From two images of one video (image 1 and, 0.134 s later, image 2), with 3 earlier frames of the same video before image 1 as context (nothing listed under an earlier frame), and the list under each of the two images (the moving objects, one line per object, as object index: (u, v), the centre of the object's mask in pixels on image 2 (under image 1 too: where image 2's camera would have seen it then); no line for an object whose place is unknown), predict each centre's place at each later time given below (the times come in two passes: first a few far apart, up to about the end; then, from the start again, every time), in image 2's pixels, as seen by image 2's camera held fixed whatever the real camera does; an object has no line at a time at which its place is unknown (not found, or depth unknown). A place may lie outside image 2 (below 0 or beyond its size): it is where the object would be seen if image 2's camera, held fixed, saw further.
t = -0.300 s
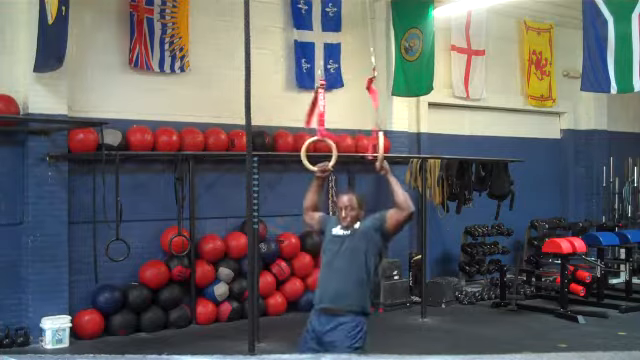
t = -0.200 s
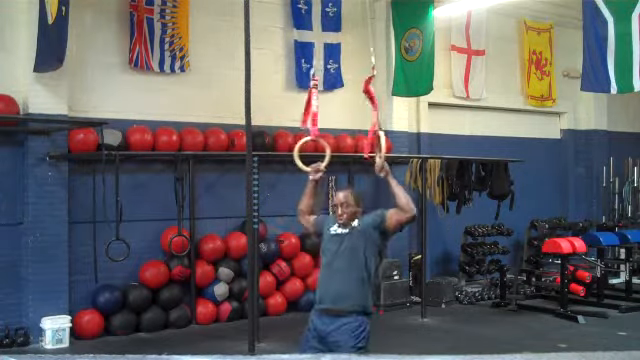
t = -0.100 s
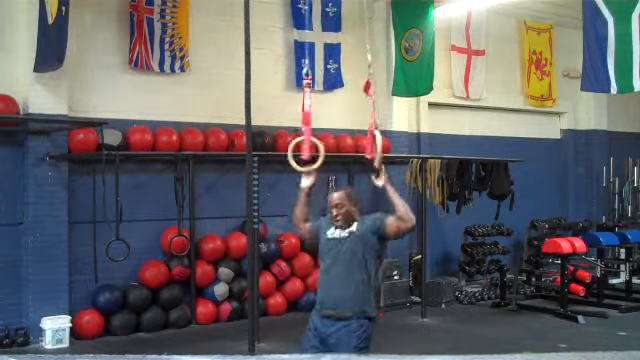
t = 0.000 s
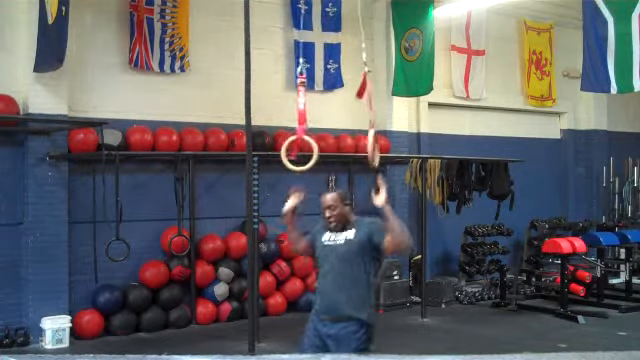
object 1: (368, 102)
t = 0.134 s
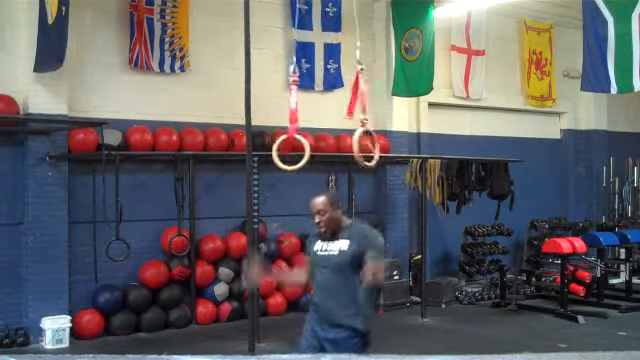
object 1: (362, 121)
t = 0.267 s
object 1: (355, 125)
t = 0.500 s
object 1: (337, 122)
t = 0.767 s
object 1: (321, 122)
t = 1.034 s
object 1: (312, 125)
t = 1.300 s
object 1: (313, 131)
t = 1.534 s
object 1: (323, 126)
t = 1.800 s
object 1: (335, 123)
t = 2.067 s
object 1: (356, 118)
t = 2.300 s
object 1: (369, 119)
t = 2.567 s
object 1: (377, 123)
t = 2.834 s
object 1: (375, 127)
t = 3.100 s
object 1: (362, 126)
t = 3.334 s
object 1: (345, 124)
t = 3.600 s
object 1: (326, 122)
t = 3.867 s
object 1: (313, 123)
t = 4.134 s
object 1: (311, 125)
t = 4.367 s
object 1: (316, 131)
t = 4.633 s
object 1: (332, 127)
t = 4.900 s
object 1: (350, 130)
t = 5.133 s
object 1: (365, 129)
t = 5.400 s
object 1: (377, 126)
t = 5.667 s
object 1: (378, 127)
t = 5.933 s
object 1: (369, 126)
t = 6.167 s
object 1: (354, 126)
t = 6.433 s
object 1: (332, 122)
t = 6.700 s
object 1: (316, 123)
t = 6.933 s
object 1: (309, 125)
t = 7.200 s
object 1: (311, 125)
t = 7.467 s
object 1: (324, 126)
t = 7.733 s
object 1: (342, 129)
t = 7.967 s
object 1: (359, 129)
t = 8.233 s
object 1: (374, 128)
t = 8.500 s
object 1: (380, 126)
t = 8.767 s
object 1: (374, 120)
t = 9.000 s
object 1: (362, 117)
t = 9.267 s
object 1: (341, 125)
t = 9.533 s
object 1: (321, 122)
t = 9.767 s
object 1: (310, 123)
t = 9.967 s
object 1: (308, 125)
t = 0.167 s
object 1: (360, 123)
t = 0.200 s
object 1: (359, 124)
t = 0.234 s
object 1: (357, 125)
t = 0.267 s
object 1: (355, 125)
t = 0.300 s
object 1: (353, 124)
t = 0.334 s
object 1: (350, 123)
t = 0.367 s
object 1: (348, 123)
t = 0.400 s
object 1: (345, 123)
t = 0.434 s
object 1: (343, 123)
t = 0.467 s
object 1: (340, 122)
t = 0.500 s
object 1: (337, 122)
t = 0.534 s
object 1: (335, 120)
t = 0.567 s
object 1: (333, 120)
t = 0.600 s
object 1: (331, 121)
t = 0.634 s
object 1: (329, 121)
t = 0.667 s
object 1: (327, 121)
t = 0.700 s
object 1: (325, 121)
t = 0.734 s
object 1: (323, 121)
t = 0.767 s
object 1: (321, 122)
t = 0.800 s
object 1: (320, 123)
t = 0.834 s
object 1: (318, 124)
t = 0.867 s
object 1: (317, 124)
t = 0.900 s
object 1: (315, 124)
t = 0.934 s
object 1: (314, 124)
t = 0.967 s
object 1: (313, 124)
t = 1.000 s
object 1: (312, 125)
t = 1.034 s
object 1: (312, 125)
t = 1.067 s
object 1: (312, 126)
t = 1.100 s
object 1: (312, 126)
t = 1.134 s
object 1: (310, 127)
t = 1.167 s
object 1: (311, 127)
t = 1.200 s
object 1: (311, 127)
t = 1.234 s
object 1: (312, 127)
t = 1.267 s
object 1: (312, 128)
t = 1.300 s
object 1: (313, 131)
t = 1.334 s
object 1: (314, 131)
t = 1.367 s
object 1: (315, 130)
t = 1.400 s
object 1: (316, 130)
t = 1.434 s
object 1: (318, 130)
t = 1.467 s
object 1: (320, 128)
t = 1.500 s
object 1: (321, 128)
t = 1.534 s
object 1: (323, 126)
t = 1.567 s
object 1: (325, 125)
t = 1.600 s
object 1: (327, 124)
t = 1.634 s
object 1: (329, 124)
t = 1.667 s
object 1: (331, 123)
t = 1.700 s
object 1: (332, 125)
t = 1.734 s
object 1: (332, 120)
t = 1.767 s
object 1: (336, 127)
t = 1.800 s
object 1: (335, 123)
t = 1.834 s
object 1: (340, 127)
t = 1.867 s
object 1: (343, 127)
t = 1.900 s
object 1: (345, 125)
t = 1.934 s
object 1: (347, 121)
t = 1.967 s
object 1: (350, 120)
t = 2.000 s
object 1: (352, 120)
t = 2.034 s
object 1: (354, 118)
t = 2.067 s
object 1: (356, 118)
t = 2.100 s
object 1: (358, 118)
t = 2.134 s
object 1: (360, 117)
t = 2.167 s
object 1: (362, 117)
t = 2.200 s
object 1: (363, 116)
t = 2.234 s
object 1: (365, 118)
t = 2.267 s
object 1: (367, 119)
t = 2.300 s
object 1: (369, 119)
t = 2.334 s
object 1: (370, 119)
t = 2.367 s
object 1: (371, 120)
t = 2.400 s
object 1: (372, 121)
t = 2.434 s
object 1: (373, 120)
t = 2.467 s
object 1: (374, 120)
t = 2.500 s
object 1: (376, 123)
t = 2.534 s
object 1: (377, 124)
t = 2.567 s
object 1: (377, 123)
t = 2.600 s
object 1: (377, 124)
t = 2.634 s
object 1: (377, 125)
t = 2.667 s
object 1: (377, 126)
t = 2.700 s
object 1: (377, 126)
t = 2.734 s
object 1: (377, 127)
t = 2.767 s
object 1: (376, 127)
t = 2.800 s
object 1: (375, 127)
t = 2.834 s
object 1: (375, 127)
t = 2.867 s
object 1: (374, 129)
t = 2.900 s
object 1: (372, 129)
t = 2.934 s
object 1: (371, 128)
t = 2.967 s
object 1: (370, 127)
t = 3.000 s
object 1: (368, 126)
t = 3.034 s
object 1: (366, 126)
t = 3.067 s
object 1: (364, 126)
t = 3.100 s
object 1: (362, 126)
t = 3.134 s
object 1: (360, 126)
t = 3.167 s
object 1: (358, 125)
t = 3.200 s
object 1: (355, 125)
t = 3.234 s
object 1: (353, 125)
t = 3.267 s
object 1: (350, 124)
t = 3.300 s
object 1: (348, 124)
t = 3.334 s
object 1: (345, 124)
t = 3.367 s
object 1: (343, 124)
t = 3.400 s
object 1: (340, 123)
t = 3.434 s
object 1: (338, 124)
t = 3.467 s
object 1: (335, 122)
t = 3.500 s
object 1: (332, 122)
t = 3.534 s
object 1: (330, 122)
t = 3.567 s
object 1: (328, 123)
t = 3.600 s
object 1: (326, 122)
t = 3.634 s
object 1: (324, 122)
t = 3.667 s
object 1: (321, 123)
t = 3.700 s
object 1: (320, 123)
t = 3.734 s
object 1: (318, 123)
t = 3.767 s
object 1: (317, 123)
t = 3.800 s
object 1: (315, 124)
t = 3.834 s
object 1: (314, 125)
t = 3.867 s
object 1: (313, 123)
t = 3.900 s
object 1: (311, 125)
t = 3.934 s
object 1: (311, 127)
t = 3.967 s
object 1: (310, 126)
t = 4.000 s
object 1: (310, 126)
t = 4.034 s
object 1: (310, 126)
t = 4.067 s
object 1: (310, 126)
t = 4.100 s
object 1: (310, 125)
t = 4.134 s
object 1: (311, 125)
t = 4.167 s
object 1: (311, 126)
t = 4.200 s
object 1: (310, 129)
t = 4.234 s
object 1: (311, 129)
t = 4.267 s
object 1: (312, 130)
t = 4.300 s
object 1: (313, 131)
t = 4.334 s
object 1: (314, 132)
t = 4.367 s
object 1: (316, 131)
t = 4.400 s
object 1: (317, 130)
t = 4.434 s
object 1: (319, 130)
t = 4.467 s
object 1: (321, 130)
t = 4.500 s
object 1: (323, 129)
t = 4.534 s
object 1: (325, 127)
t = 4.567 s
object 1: (327, 128)
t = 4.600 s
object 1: (329, 127)
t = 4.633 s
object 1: (332, 127)
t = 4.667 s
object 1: (334, 129)
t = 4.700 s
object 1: (336, 129)
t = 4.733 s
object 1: (339, 127)
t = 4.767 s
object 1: (341, 128)
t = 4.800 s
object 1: (343, 130)
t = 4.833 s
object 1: (346, 129)
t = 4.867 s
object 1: (348, 129)
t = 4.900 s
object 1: (350, 130)
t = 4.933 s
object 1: (353, 129)
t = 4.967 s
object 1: (355, 130)
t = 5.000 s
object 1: (357, 130)
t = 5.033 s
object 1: (360, 128)
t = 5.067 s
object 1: (361, 127)
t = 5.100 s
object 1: (363, 129)
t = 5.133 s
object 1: (365, 129)
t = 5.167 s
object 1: (368, 128)
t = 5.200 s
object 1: (369, 128)
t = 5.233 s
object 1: (370, 128)
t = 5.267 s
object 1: (372, 127)
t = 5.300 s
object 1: (373, 127)
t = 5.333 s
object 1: (375, 127)
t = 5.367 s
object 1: (376, 126)
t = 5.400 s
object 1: (377, 126)
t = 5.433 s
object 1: (378, 126)
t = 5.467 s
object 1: (378, 127)
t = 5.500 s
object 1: (378, 126)
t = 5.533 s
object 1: (379, 127)
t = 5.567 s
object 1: (379, 127)
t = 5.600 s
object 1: (379, 126)
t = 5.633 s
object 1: (379, 127)
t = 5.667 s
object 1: (378, 127)
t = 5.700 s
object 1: (378, 126)
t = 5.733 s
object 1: (377, 126)
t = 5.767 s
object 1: (376, 126)
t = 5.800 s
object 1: (375, 127)
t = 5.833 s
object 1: (374, 127)
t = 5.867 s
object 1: (372, 127)
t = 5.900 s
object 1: (371, 126)
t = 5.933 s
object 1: (369, 126)
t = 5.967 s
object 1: (367, 125)
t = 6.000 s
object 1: (365, 126)
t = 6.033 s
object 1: (363, 126)
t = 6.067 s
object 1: (361, 125)
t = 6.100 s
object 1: (358, 126)
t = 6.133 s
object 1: (356, 126)
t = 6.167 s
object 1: (354, 126)
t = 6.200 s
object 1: (351, 126)
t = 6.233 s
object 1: (348, 125)
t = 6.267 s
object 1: (346, 125)
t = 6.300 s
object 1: (343, 124)
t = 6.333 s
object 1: (341, 124)
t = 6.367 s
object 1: (338, 123)
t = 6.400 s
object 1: (335, 122)
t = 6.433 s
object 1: (332, 122)
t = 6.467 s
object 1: (331, 122)
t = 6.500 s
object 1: (328, 121)
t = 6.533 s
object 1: (326, 121)
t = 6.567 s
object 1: (323, 121)
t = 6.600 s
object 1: (322, 122)
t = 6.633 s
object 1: (320, 123)
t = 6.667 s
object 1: (317, 122)
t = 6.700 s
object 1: (316, 123)
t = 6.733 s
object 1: (314, 123)
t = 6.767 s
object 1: (313, 122)
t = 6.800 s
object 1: (312, 123)
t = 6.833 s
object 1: (311, 124)
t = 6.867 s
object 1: (310, 126)
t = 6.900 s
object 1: (309, 125)
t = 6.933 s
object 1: (309, 125)
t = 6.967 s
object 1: (309, 125)
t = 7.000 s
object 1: (309, 125)
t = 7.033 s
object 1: (309, 125)
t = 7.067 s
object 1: (309, 125)
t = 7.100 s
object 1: (309, 125)
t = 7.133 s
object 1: (310, 126)
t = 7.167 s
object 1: (311, 125)
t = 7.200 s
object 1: (311, 125)
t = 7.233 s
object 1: (313, 125)
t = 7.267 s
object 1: (314, 127)
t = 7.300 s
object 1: (315, 127)
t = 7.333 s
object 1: (317, 127)
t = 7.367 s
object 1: (318, 127)
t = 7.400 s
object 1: (320, 127)
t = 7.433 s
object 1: (322, 126)
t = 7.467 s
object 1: (324, 126)
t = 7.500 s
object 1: (326, 123)
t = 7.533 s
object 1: (328, 124)
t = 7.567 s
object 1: (330, 124)
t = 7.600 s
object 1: (333, 125)
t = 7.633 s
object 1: (335, 127)
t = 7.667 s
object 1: (338, 127)
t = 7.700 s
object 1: (340, 126)
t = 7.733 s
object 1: (342, 129)
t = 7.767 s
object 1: (345, 127)
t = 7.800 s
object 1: (347, 130)
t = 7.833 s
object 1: (349, 129)
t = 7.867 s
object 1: (352, 129)
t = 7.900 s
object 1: (354, 129)
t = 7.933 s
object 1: (357, 130)
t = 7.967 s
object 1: (359, 129)
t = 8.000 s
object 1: (361, 129)
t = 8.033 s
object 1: (363, 126)
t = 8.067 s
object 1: (366, 128)
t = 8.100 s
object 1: (367, 127)
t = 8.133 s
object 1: (369, 129)
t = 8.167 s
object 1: (371, 127)
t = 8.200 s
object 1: (372, 127)
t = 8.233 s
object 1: (374, 128)
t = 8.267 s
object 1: (375, 130)
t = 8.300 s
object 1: (376, 127)
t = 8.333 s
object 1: (377, 128)
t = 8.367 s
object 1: (378, 126)
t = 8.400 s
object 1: (379, 128)
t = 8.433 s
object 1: (379, 126)
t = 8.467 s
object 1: (380, 126)
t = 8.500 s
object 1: (380, 126)
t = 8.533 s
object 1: (380, 126)
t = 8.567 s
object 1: (380, 126)
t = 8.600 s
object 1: (379, 126)
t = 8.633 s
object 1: (378, 119)
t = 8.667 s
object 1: (378, 120)
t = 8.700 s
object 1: (377, 120)
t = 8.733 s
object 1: (375, 120)
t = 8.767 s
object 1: (374, 120)
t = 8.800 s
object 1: (373, 119)
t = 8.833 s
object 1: (371, 119)
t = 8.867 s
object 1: (370, 120)
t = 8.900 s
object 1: (368, 120)
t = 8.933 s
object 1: (366, 119)
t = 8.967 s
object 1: (364, 119)
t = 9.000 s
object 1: (362, 117)
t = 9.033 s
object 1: (359, 116)
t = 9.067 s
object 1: (357, 115)
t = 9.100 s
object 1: (354, 114)
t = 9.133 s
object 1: (352, 115)
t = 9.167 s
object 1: (349, 115)
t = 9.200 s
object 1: (347, 114)
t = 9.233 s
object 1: (344, 125)
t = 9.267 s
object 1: (341, 125)
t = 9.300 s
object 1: (339, 124)
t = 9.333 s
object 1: (336, 122)
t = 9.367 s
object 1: (333, 122)
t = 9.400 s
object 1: (331, 122)
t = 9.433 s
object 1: (328, 123)
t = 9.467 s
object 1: (326, 122)
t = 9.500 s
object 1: (324, 123)
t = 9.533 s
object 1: (321, 122)
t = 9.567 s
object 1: (320, 123)
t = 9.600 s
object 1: (317, 123)
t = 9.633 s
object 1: (316, 123)
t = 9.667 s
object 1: (314, 123)
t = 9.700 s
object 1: (313, 122)
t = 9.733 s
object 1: (311, 122)
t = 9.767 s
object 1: (310, 123)
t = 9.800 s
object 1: (310, 123)
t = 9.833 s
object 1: (309, 124)
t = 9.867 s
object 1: (308, 124)
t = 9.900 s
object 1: (308, 124)
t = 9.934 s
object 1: (308, 125)
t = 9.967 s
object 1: (308, 125)
